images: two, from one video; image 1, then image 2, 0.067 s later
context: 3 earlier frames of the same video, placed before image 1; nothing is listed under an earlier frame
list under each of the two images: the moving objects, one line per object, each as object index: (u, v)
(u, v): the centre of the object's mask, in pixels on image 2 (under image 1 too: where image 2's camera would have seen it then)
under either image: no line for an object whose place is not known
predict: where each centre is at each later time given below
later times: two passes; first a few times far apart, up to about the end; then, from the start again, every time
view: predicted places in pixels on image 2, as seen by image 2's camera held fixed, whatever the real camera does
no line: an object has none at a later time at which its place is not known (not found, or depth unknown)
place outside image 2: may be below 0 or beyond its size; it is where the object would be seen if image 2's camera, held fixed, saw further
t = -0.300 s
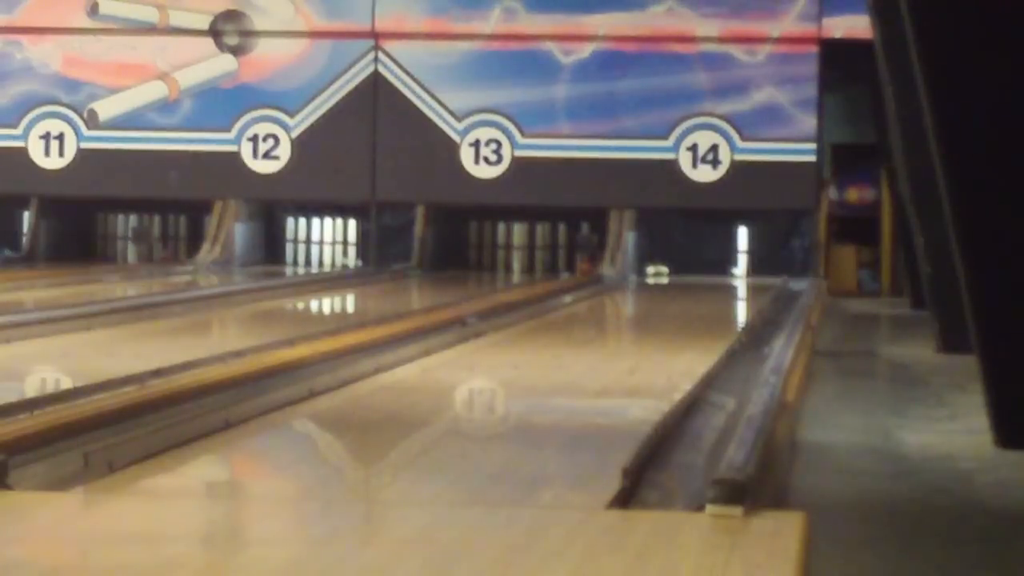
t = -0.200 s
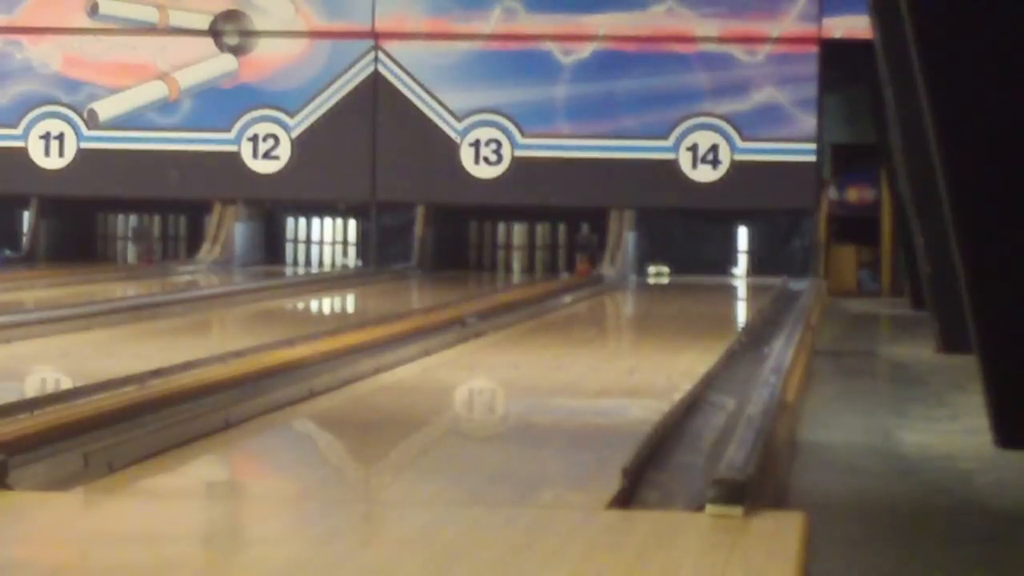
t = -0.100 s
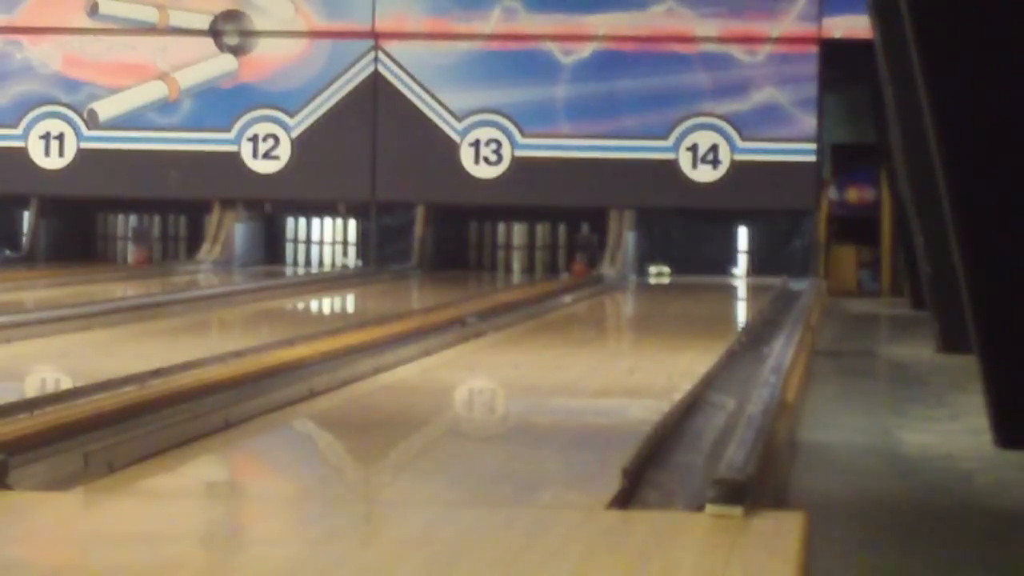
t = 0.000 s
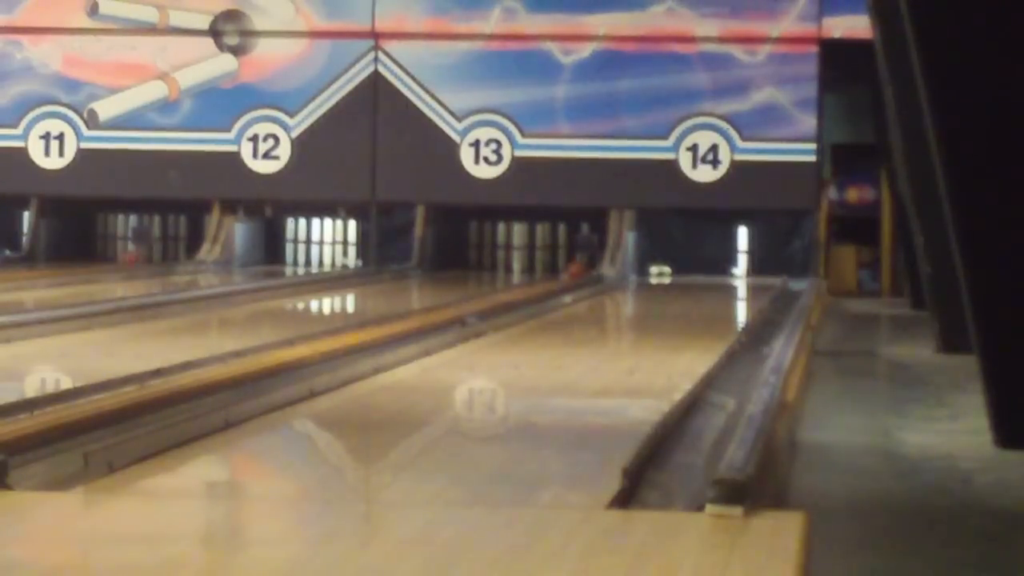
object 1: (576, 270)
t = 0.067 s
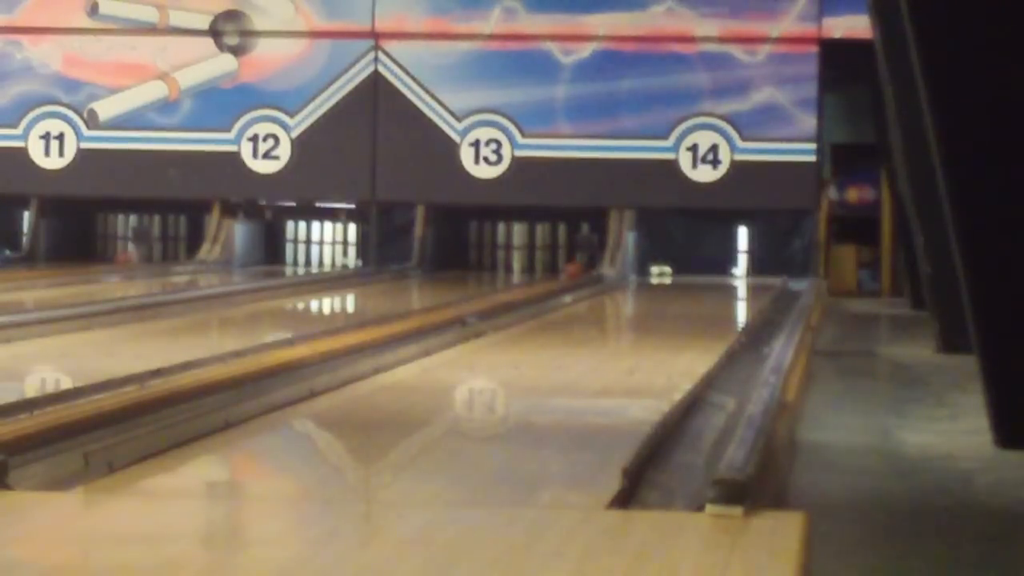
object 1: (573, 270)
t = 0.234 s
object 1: (568, 272)
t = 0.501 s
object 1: (553, 275)
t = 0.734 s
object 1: (545, 277)
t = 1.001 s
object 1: (529, 281)
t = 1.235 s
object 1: (518, 284)
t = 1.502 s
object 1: (502, 287)
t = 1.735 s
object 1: (487, 292)
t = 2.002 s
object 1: (467, 296)
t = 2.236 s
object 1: (450, 300)
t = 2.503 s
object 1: (427, 306)
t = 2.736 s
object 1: (405, 311)
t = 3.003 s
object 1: (378, 317)
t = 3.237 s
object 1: (353, 323)
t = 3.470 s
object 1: (323, 331)
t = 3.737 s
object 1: (285, 339)
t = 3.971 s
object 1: (248, 349)
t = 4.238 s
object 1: (198, 360)
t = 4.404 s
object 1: (163, 368)
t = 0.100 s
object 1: (571, 270)
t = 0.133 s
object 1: (570, 271)
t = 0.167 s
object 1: (569, 271)
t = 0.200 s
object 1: (568, 272)
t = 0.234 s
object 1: (568, 272)
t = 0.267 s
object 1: (565, 273)
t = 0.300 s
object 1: (562, 273)
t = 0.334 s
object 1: (562, 273)
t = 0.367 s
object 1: (559, 274)
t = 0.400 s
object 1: (557, 274)
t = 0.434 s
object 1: (556, 274)
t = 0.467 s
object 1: (554, 274)
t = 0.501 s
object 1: (553, 275)
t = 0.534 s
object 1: (553, 275)
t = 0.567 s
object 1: (551, 275)
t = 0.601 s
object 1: (549, 276)
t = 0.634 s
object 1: (547, 276)
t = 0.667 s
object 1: (546, 276)
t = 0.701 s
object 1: (546, 277)
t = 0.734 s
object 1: (545, 277)
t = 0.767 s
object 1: (542, 277)
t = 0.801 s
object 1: (539, 278)
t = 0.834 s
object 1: (538, 278)
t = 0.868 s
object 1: (536, 279)
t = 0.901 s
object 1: (535, 279)
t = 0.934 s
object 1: (534, 279)
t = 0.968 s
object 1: (532, 280)
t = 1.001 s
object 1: (529, 281)
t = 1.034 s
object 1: (528, 281)
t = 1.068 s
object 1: (526, 282)
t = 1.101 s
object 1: (524, 284)
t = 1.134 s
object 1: (523, 284)
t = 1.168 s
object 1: (521, 284)
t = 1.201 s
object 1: (519, 284)
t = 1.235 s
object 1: (518, 284)
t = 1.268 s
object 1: (516, 284)
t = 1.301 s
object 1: (514, 285)
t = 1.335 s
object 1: (511, 286)
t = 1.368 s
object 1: (508, 286)
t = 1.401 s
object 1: (508, 286)
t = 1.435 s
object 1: (505, 287)
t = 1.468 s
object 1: (503, 288)
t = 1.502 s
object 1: (502, 287)
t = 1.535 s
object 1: (499, 289)
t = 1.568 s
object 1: (497, 290)
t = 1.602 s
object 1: (494, 290)
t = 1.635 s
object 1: (492, 291)
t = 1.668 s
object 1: (490, 291)
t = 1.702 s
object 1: (487, 292)
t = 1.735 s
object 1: (487, 292)
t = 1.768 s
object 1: (484, 292)
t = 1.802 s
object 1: (482, 292)
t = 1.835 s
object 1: (480, 293)
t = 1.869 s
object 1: (477, 293)
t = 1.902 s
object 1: (475, 293)
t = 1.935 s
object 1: (472, 295)
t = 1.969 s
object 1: (471, 295)
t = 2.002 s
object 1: (467, 296)
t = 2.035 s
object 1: (465, 297)
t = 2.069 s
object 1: (463, 297)
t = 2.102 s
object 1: (460, 297)
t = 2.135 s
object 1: (458, 298)
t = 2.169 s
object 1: (455, 299)
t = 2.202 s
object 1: (453, 300)
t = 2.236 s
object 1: (450, 300)
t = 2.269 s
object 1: (448, 302)
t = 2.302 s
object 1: (445, 303)
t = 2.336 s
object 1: (443, 303)
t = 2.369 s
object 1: (440, 304)
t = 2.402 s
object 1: (435, 305)
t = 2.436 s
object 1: (434, 305)
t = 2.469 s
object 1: (430, 306)
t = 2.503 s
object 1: (427, 306)
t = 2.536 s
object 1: (424, 307)
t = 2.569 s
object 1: (422, 308)
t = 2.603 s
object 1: (418, 308)
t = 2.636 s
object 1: (414, 309)
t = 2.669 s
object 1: (412, 309)
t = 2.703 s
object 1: (409, 310)
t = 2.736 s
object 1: (405, 311)
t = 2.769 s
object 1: (403, 312)
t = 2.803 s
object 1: (399, 313)
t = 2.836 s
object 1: (397, 313)
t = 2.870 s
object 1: (393, 314)
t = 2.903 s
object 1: (389, 315)
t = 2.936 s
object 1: (385, 315)
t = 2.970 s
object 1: (382, 316)
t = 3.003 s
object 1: (378, 317)
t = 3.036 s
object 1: (375, 318)
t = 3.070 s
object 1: (371, 319)
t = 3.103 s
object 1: (367, 320)
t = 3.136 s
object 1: (364, 320)
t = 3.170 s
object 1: (360, 321)
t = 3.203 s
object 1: (357, 321)
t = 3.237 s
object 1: (353, 323)
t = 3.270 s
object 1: (349, 324)
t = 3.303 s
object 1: (345, 325)
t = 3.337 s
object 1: (340, 327)
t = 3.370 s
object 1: (336, 328)
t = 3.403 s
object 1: (332, 329)
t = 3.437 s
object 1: (328, 329)
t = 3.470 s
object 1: (323, 331)
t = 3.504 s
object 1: (319, 331)
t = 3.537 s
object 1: (314, 333)
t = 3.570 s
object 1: (309, 334)
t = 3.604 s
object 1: (304, 335)
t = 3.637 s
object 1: (300, 336)
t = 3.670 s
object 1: (295, 337)
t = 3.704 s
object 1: (290, 338)
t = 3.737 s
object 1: (285, 339)
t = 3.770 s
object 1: (280, 341)
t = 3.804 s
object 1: (275, 343)
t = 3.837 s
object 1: (269, 344)
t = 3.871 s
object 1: (263, 346)
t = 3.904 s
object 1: (259, 347)
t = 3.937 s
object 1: (253, 347)
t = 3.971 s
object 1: (248, 349)
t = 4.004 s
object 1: (242, 351)
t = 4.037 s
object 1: (236, 352)
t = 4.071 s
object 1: (230, 352)
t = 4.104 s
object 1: (224, 354)
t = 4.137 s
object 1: (218, 355)
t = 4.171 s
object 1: (211, 357)
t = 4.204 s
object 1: (205, 358)
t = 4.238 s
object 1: (198, 360)
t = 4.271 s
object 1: (191, 361)
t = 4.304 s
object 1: (184, 363)
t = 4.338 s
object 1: (177, 364)
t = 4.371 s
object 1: (170, 366)
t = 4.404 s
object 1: (163, 368)
